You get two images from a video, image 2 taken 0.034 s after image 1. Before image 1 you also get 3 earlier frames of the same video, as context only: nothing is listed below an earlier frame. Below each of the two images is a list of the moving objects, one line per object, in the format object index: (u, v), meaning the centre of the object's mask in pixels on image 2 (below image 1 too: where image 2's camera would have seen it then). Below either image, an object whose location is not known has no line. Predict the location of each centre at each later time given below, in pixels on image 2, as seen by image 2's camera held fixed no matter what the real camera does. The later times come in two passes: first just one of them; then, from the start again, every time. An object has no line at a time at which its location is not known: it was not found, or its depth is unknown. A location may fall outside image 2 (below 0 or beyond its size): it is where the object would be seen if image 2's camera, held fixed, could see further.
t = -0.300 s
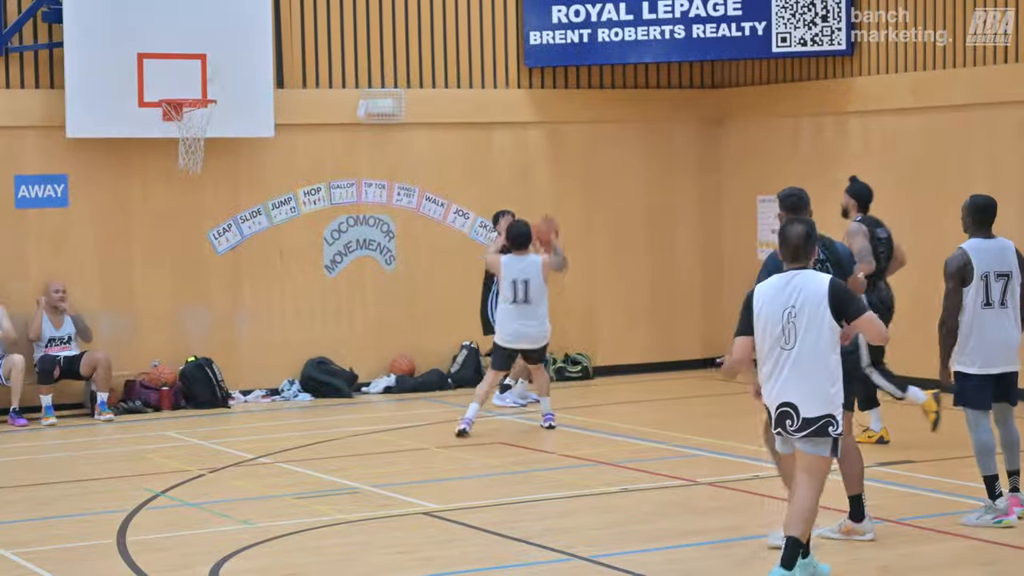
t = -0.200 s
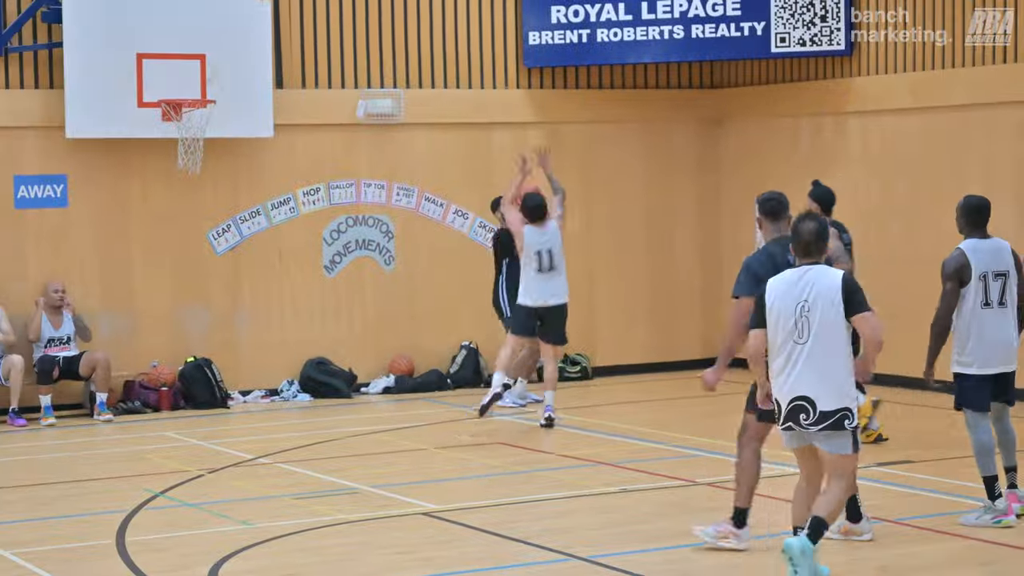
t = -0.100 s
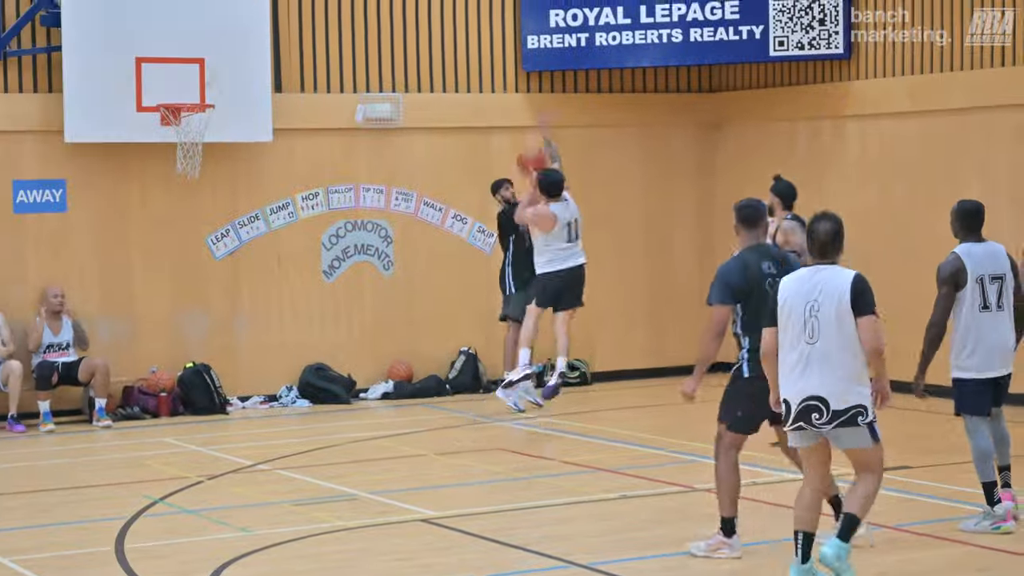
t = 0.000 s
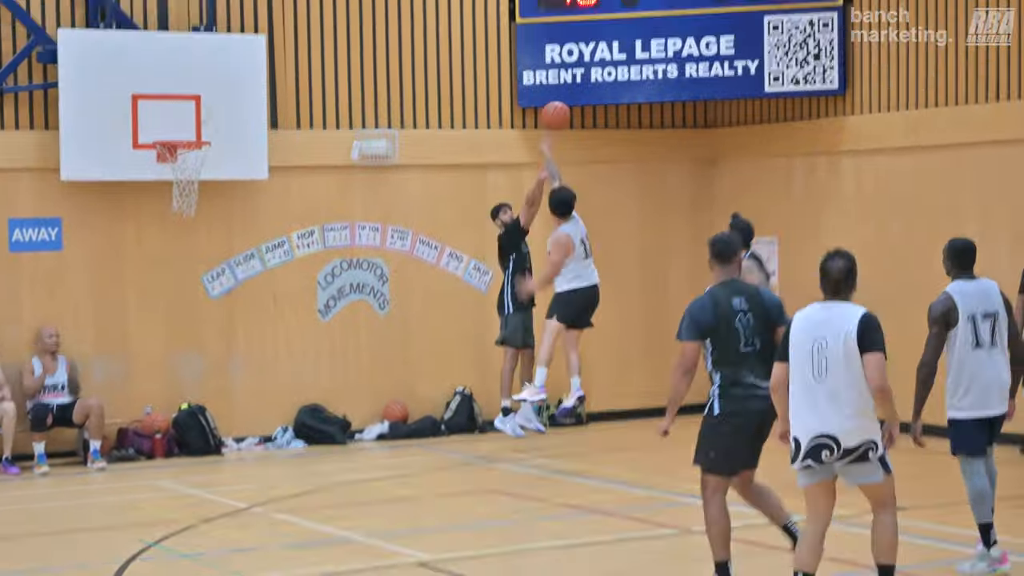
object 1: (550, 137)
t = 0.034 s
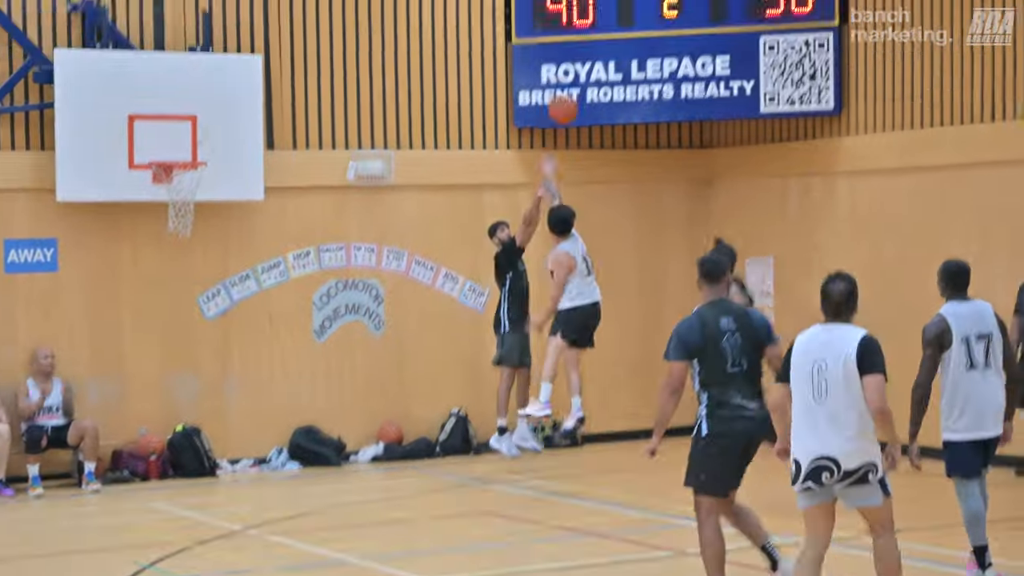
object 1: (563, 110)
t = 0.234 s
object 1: (640, -40)
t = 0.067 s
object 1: (575, 82)
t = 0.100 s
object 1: (588, 55)
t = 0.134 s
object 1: (602, 30)
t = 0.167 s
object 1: (615, 5)
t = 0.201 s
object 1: (627, -18)
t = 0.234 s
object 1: (640, -40)
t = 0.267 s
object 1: (653, -61)
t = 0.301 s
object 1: (667, -80)
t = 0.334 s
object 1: (681, -101)
